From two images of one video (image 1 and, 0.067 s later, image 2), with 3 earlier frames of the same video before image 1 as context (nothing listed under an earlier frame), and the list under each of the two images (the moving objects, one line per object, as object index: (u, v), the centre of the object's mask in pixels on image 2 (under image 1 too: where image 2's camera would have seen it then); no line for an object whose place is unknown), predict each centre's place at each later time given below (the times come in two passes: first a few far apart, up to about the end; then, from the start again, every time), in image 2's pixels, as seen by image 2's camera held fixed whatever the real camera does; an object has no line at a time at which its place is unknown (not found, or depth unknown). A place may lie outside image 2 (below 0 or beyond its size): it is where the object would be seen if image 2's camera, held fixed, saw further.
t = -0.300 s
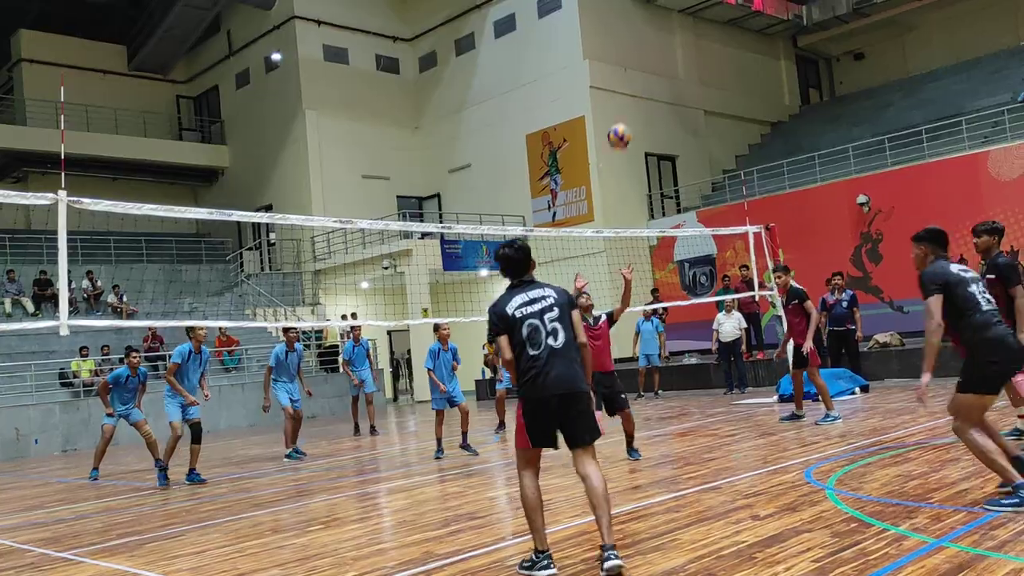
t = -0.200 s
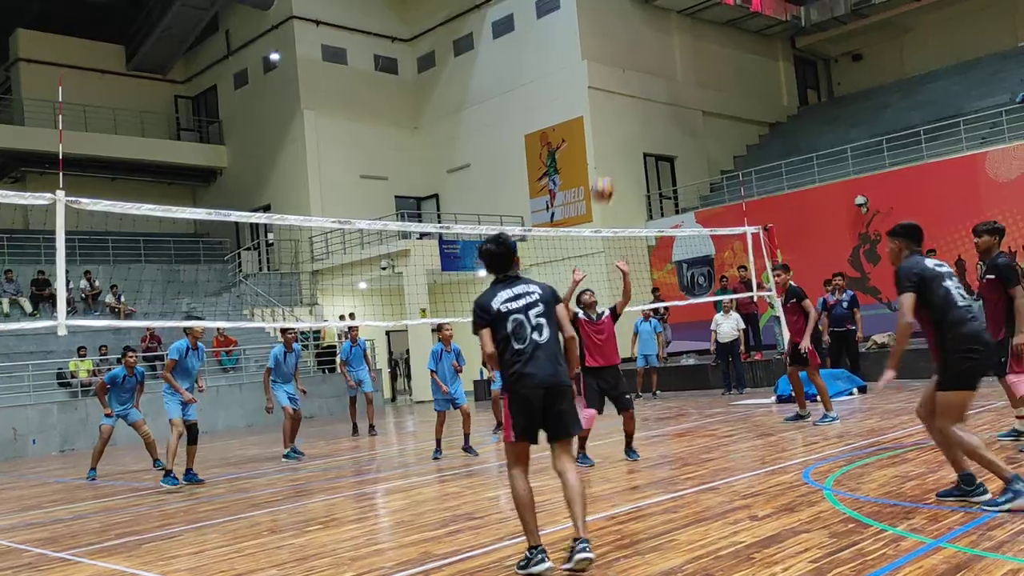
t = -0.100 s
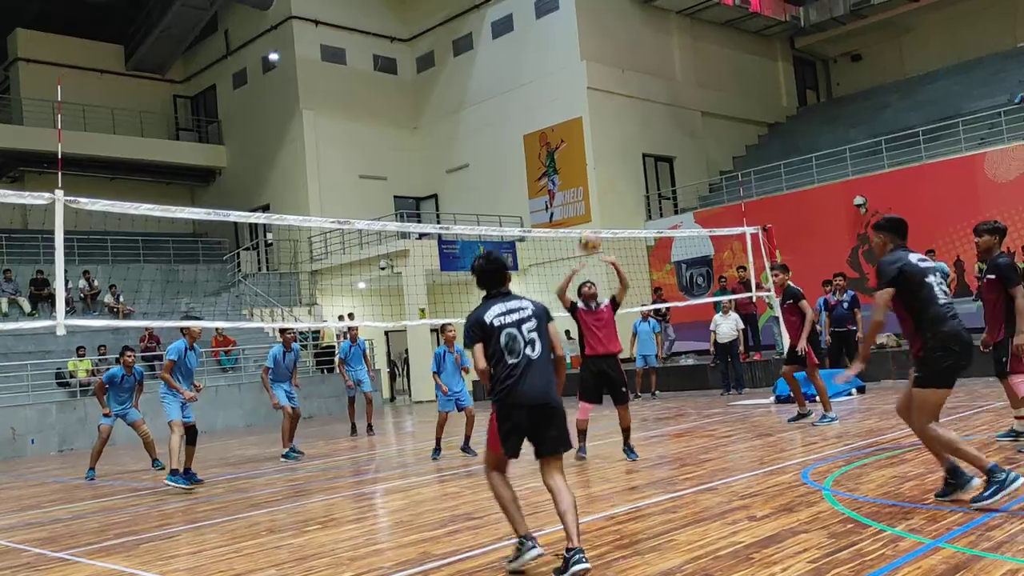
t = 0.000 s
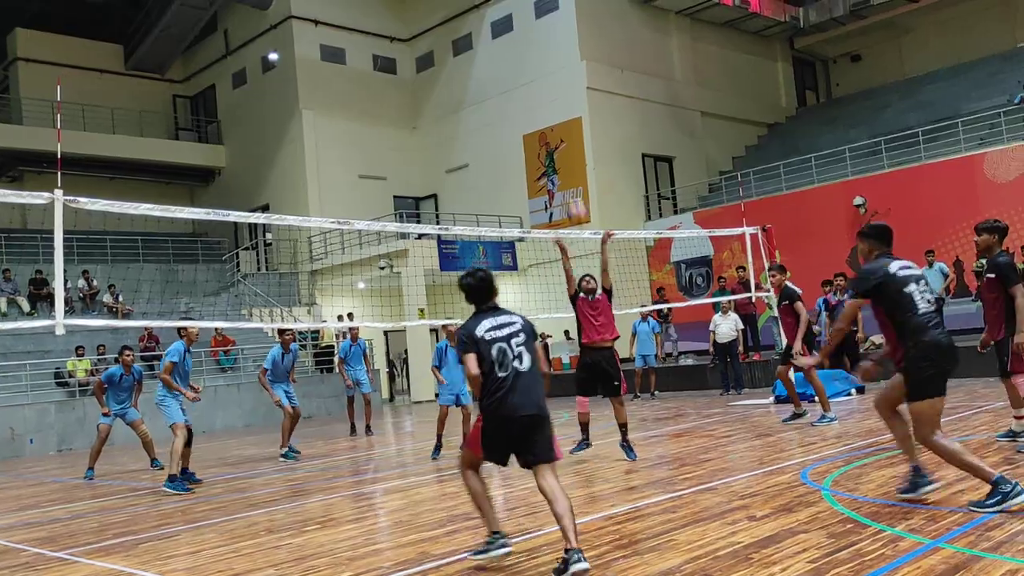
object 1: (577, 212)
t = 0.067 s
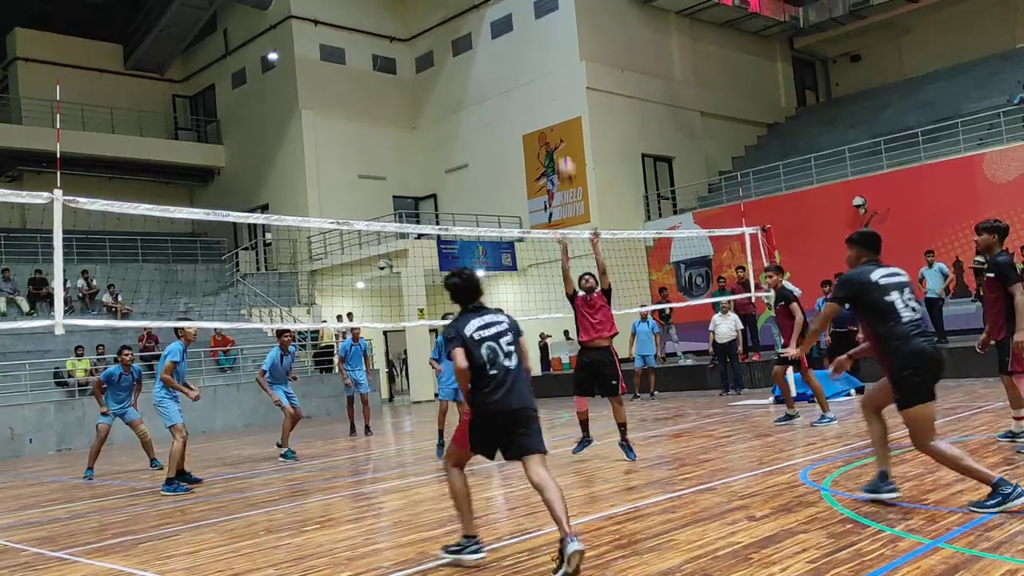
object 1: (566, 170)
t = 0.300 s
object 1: (530, 60)
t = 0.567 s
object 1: (493, 5)
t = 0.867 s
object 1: (458, 26)
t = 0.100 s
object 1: (562, 151)
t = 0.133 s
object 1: (557, 134)
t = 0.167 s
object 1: (551, 116)
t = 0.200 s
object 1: (546, 101)
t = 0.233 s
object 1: (540, 86)
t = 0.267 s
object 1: (535, 73)
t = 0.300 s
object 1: (530, 60)
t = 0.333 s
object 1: (525, 49)
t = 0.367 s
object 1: (521, 37)
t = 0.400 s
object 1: (515, 29)
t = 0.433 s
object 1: (511, 20)
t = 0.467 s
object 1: (506, 13)
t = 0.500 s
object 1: (502, 9)
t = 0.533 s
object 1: (497, 7)
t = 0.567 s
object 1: (493, 5)
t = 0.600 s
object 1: (488, 4)
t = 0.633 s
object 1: (484, 4)
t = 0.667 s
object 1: (480, 4)
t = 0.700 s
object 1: (476, 5)
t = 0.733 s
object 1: (472, 6)
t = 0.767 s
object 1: (468, 8)
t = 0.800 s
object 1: (464, 11)
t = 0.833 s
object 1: (461, 18)
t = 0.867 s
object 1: (458, 26)
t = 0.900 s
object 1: (454, 36)
